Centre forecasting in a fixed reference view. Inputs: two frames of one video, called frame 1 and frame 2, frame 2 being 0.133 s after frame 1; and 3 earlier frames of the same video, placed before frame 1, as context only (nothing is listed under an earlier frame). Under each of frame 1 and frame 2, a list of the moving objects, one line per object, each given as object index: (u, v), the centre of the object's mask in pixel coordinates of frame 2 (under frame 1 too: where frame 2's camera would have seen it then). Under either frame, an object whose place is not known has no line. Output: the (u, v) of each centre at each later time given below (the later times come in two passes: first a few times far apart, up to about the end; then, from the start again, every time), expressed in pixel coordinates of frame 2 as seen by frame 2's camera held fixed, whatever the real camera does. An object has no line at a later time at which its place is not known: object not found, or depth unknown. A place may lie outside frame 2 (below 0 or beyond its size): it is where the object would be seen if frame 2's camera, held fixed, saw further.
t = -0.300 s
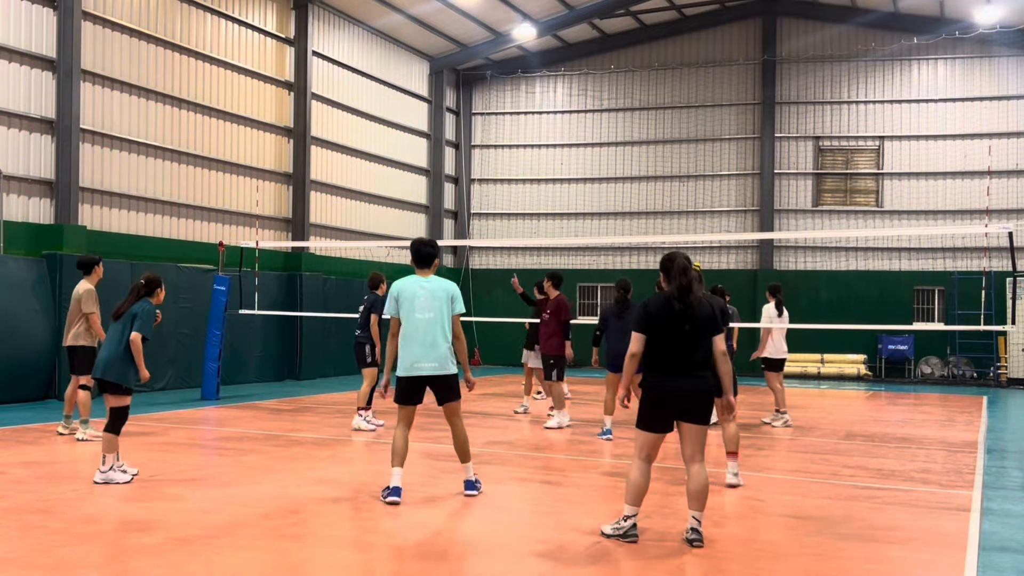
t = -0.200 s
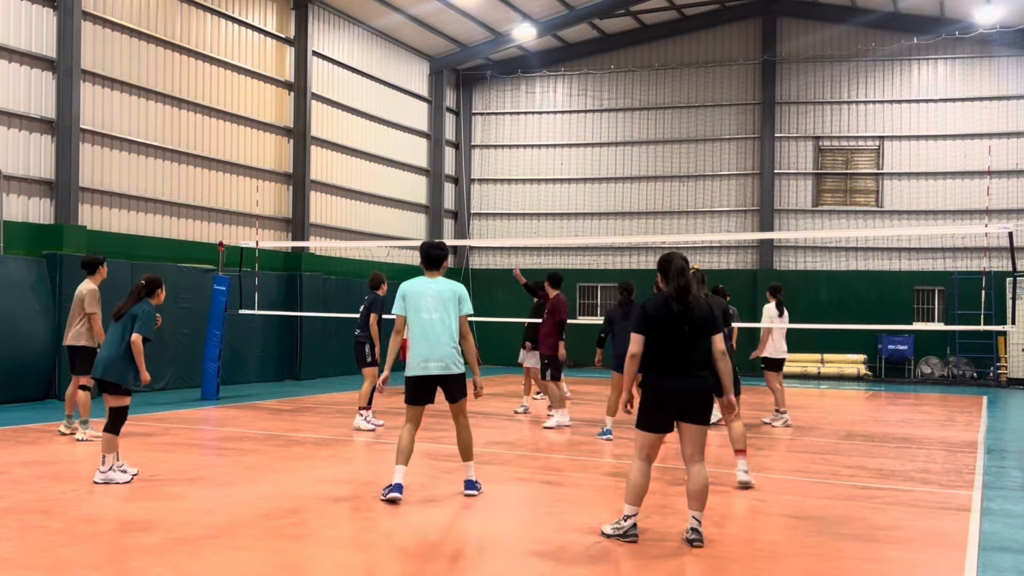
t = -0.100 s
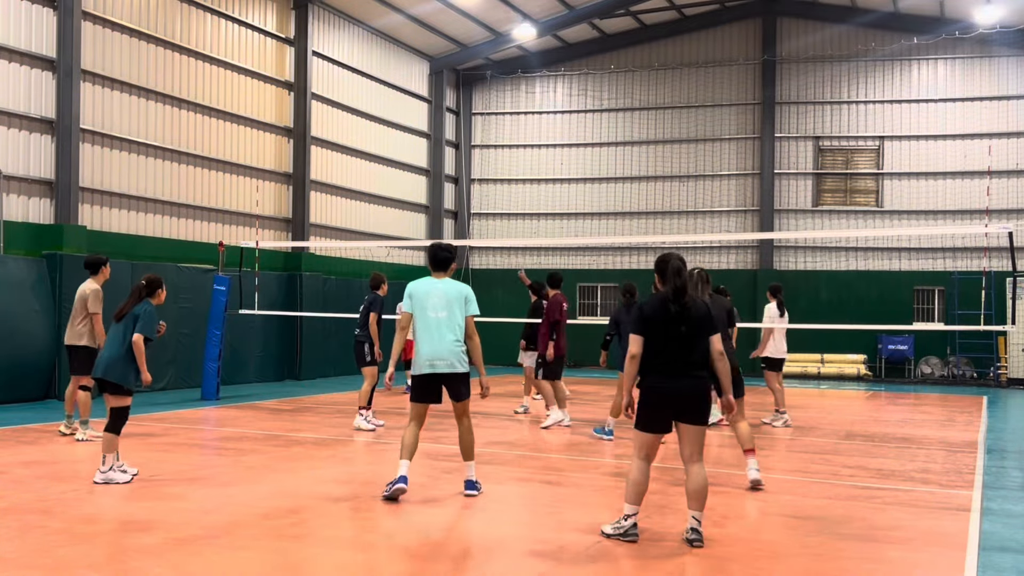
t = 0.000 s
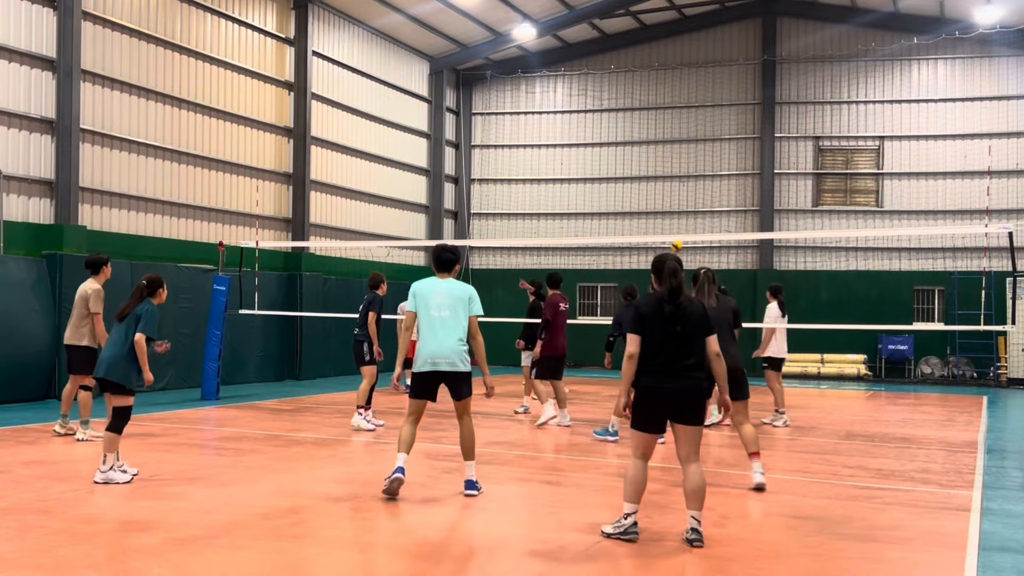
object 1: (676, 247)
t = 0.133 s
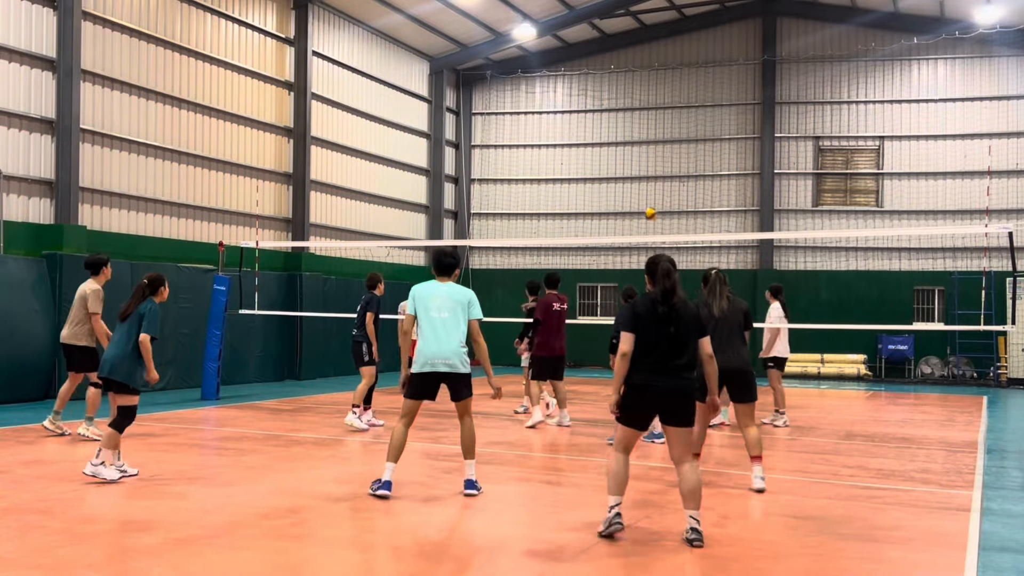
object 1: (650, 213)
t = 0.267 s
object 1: (625, 189)
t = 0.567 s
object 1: (537, 144)
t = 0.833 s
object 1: (419, 149)
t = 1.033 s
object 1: (276, 212)
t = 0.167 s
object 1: (644, 207)
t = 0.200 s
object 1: (637, 199)
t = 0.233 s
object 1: (629, 193)
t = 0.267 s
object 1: (625, 189)
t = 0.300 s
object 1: (617, 182)
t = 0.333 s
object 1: (609, 175)
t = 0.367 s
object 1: (600, 169)
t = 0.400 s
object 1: (589, 163)
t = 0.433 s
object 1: (580, 159)
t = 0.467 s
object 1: (569, 154)
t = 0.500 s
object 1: (559, 151)
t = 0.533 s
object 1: (548, 147)
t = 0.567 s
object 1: (537, 144)
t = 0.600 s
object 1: (525, 141)
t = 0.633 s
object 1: (512, 140)
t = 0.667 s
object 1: (498, 138)
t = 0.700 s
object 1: (484, 138)
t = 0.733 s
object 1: (469, 138)
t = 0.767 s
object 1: (454, 140)
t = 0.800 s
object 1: (437, 144)
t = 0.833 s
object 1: (419, 149)
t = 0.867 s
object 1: (400, 155)
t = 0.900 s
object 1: (378, 163)
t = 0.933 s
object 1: (355, 172)
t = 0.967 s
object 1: (331, 183)
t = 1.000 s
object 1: (304, 196)
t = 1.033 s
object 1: (276, 212)
